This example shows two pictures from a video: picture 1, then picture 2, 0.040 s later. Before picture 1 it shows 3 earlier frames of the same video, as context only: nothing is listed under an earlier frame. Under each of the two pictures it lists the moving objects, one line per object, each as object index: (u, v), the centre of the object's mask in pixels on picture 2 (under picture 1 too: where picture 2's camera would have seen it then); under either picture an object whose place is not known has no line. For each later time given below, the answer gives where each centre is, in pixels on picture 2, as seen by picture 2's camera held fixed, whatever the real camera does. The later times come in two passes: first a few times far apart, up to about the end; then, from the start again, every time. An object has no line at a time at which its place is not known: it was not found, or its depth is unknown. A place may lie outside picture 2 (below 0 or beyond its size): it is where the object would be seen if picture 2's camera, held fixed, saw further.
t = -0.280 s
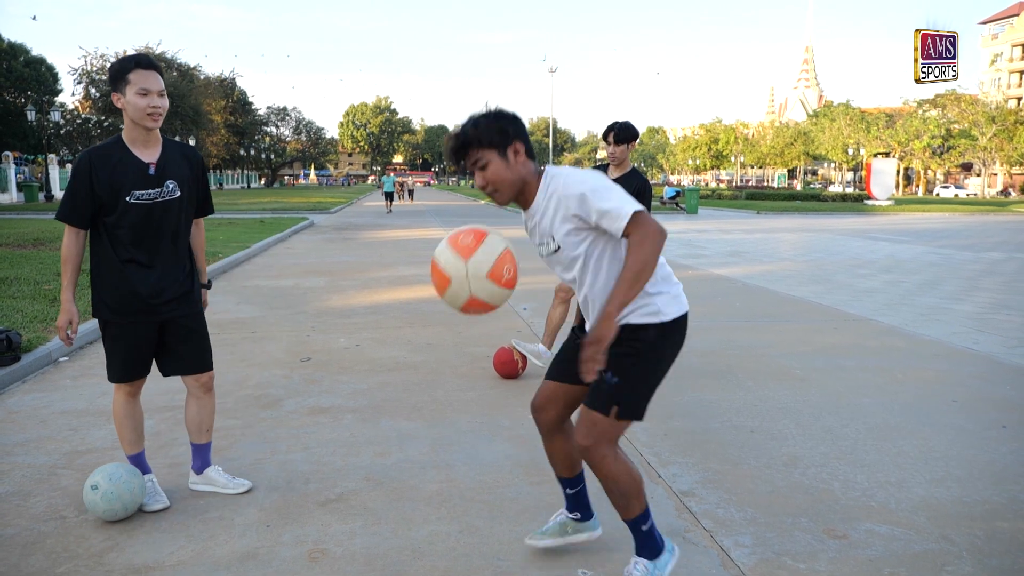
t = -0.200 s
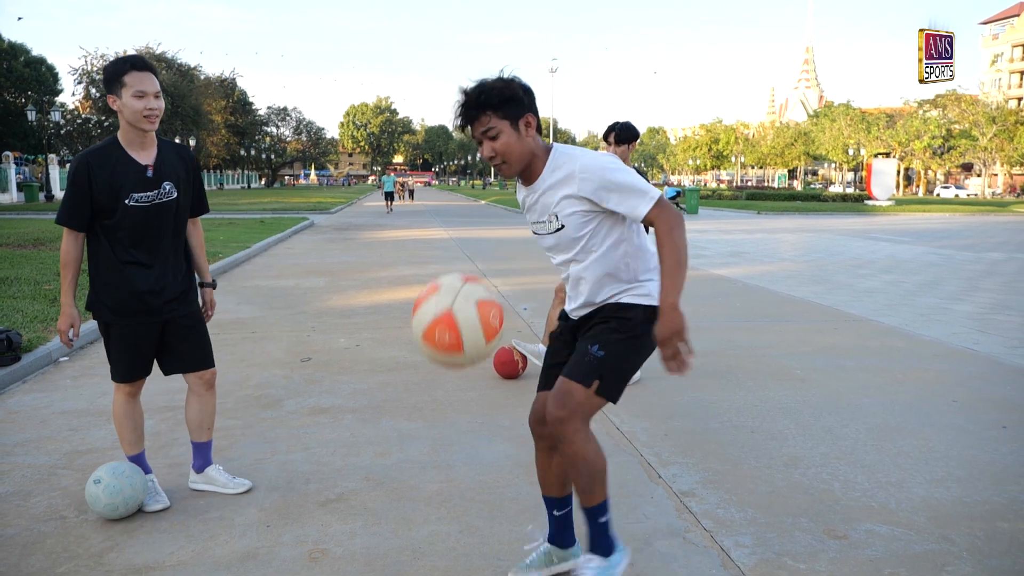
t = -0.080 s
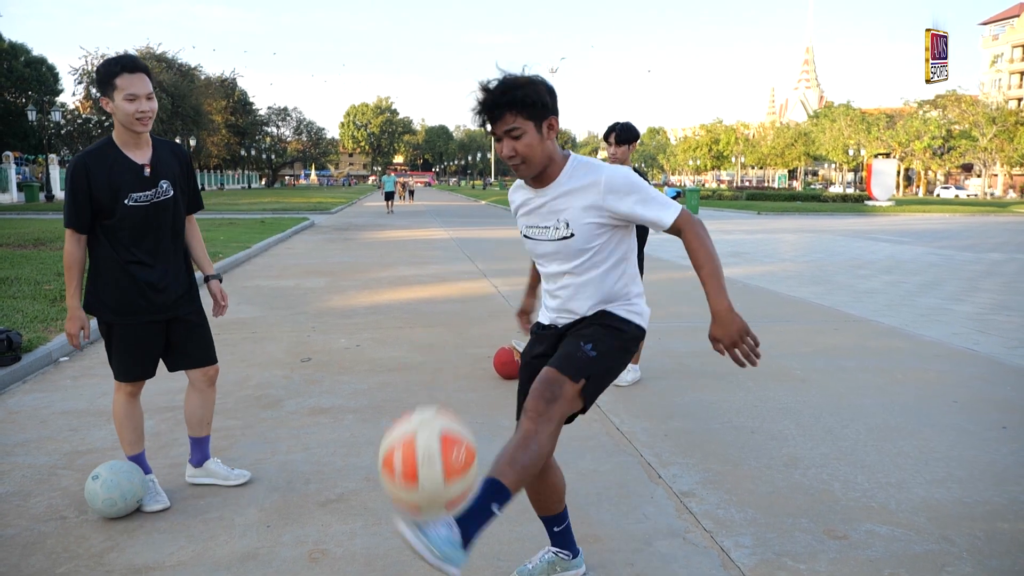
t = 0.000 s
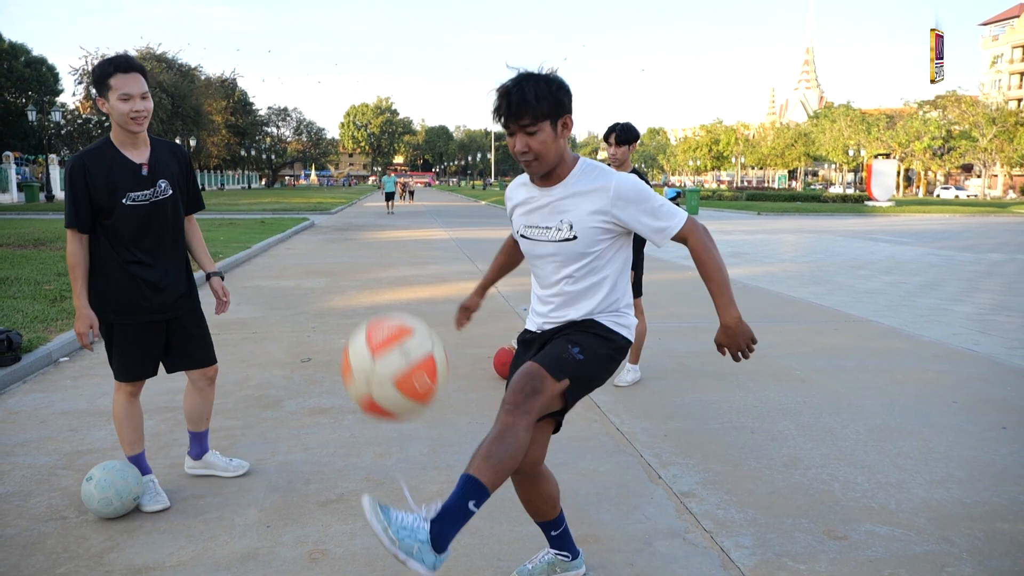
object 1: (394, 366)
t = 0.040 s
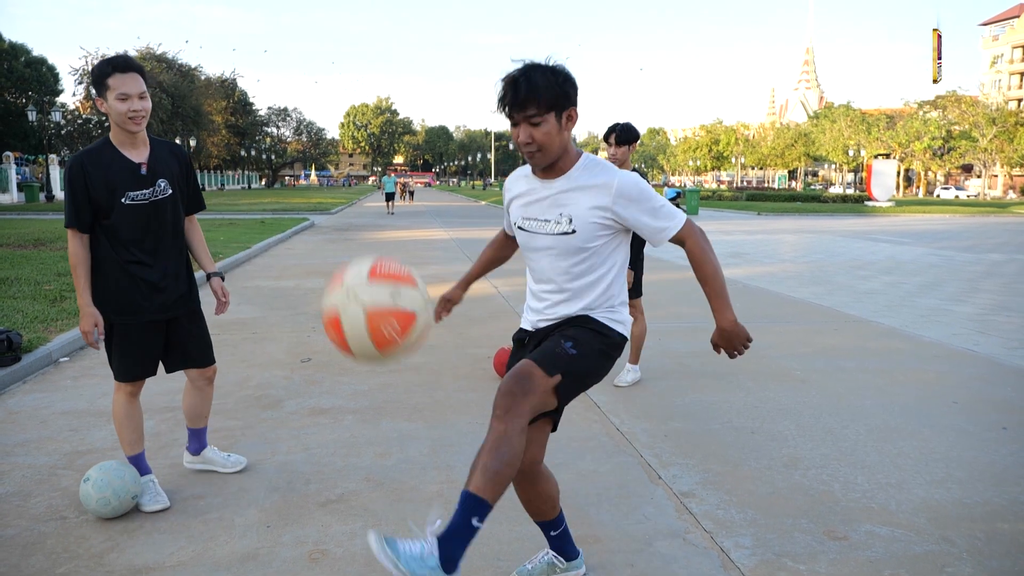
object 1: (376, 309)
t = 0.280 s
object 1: (259, 78)
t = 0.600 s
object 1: (91, 212)
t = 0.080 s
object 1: (357, 256)
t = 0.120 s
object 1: (339, 207)
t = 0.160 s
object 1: (320, 166)
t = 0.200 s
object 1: (300, 131)
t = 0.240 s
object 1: (280, 101)
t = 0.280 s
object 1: (259, 78)
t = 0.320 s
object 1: (238, 64)
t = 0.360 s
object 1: (217, 58)
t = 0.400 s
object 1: (196, 59)
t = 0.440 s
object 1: (175, 70)
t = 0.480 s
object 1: (154, 90)
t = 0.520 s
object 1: (133, 120)
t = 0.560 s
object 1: (112, 161)
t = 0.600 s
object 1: (91, 212)
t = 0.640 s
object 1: (70, 274)
